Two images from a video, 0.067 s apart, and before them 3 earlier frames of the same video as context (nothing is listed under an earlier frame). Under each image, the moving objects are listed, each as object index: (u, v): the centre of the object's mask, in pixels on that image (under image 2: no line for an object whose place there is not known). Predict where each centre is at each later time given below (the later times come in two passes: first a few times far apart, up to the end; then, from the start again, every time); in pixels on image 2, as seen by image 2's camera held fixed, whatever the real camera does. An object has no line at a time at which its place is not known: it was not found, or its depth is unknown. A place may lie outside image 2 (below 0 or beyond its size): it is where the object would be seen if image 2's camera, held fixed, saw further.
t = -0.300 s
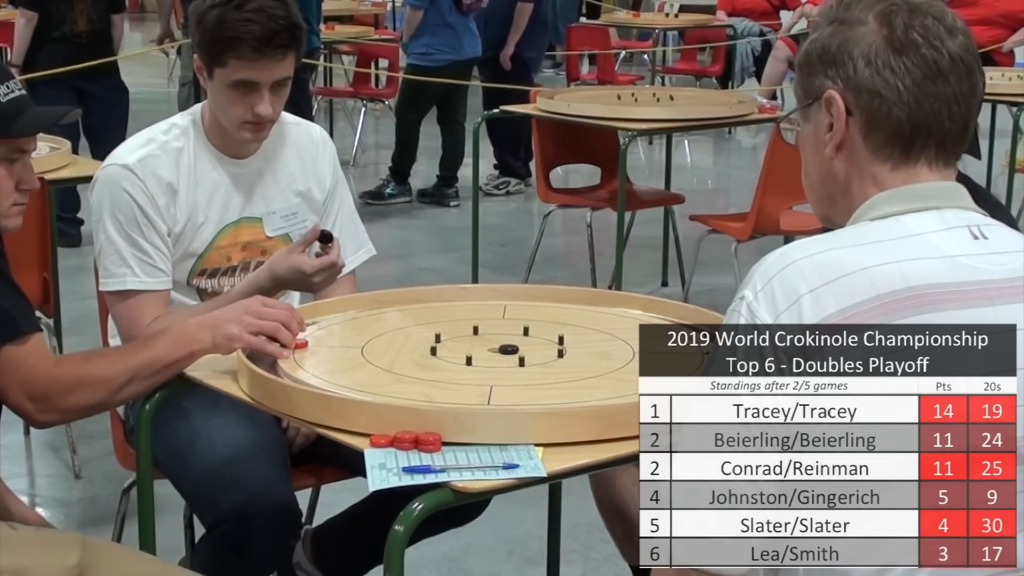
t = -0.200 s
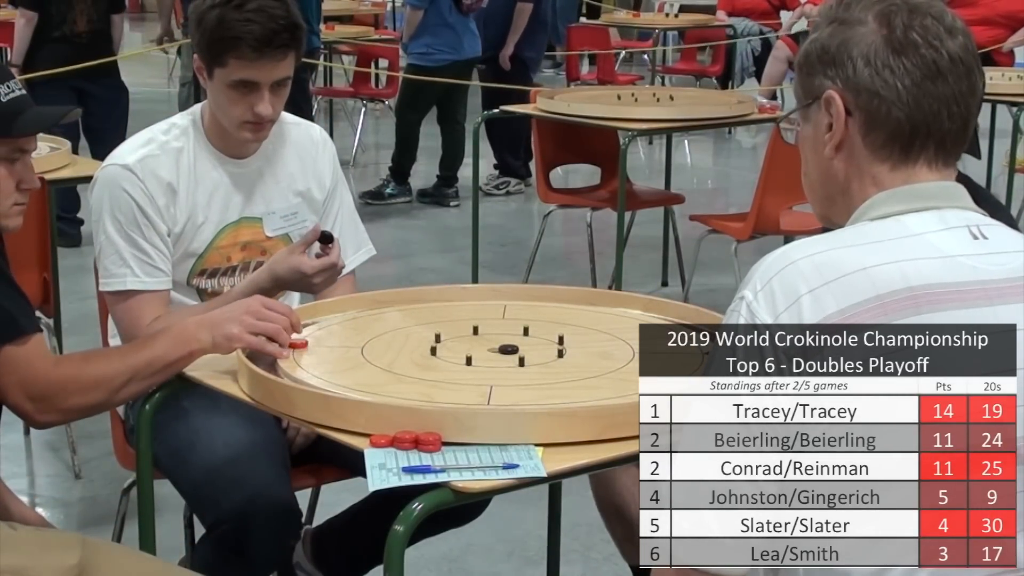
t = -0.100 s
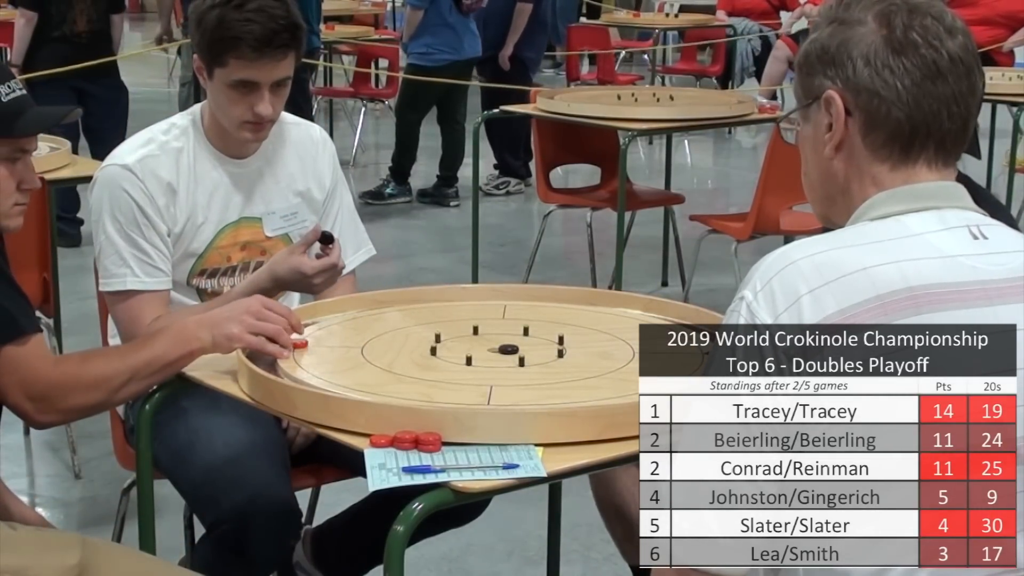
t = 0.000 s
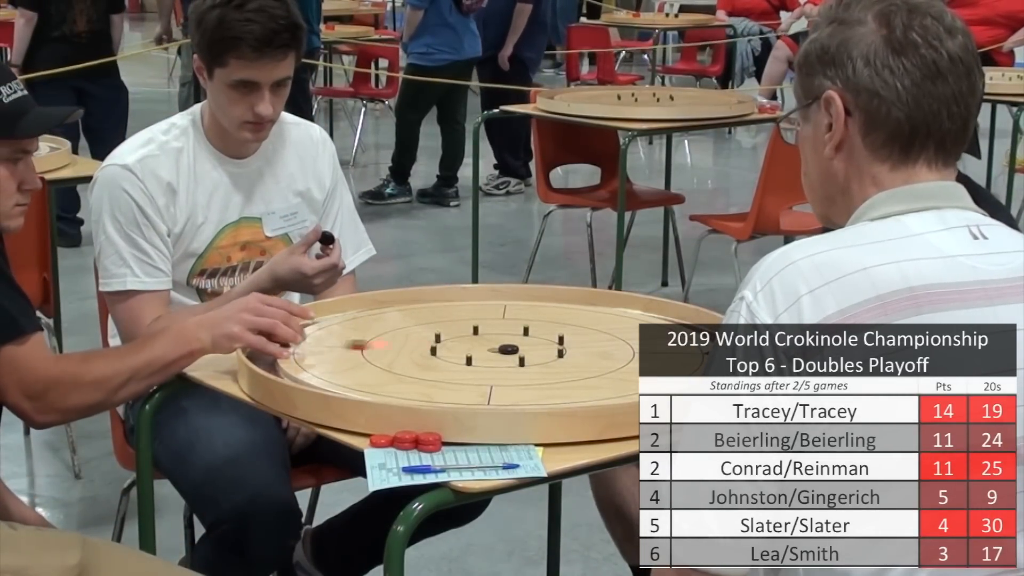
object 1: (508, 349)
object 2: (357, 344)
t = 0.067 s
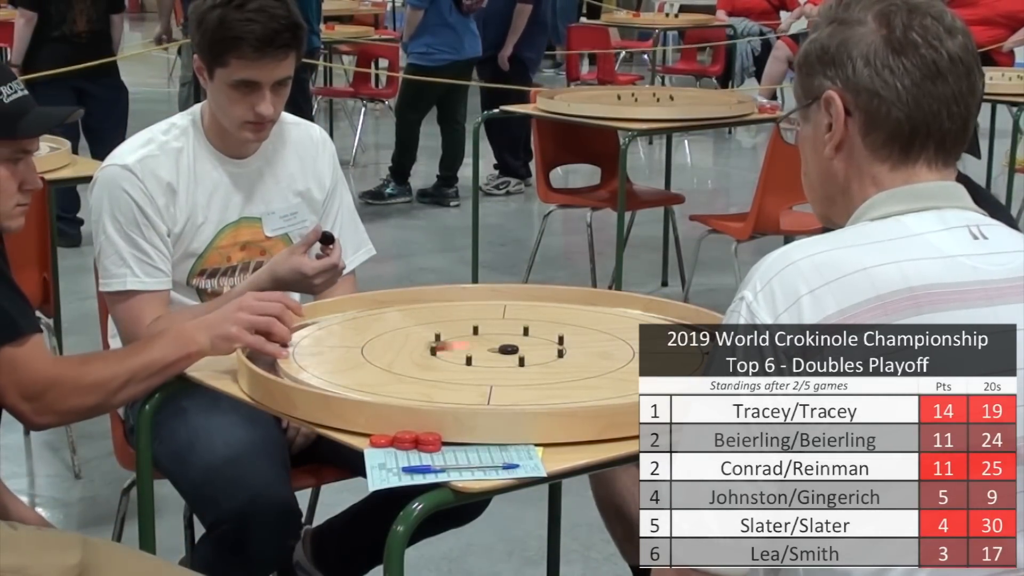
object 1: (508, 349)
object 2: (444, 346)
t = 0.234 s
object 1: (518, 359)
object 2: (538, 336)
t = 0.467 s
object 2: (603, 322)
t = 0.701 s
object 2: (641, 314)
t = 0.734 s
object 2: (645, 313)
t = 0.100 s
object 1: (508, 349)
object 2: (478, 346)
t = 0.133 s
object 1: (525, 351)
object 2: (501, 345)
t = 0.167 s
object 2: (514, 340)
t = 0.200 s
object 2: (526, 338)
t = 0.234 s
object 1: (518, 359)
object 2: (538, 336)
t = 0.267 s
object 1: (502, 356)
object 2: (549, 334)
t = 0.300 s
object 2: (559, 331)
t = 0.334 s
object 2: (569, 329)
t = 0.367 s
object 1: (458, 349)
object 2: (578, 327)
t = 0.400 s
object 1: (445, 348)
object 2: (587, 325)
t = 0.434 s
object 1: (432, 346)
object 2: (595, 324)
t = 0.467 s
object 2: (603, 322)
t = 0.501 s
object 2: (609, 320)
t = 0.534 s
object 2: (616, 319)
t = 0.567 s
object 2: (622, 318)
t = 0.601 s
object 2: (627, 317)
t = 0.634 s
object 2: (632, 316)
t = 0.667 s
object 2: (637, 315)
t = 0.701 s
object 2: (641, 314)
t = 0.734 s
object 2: (645, 313)
